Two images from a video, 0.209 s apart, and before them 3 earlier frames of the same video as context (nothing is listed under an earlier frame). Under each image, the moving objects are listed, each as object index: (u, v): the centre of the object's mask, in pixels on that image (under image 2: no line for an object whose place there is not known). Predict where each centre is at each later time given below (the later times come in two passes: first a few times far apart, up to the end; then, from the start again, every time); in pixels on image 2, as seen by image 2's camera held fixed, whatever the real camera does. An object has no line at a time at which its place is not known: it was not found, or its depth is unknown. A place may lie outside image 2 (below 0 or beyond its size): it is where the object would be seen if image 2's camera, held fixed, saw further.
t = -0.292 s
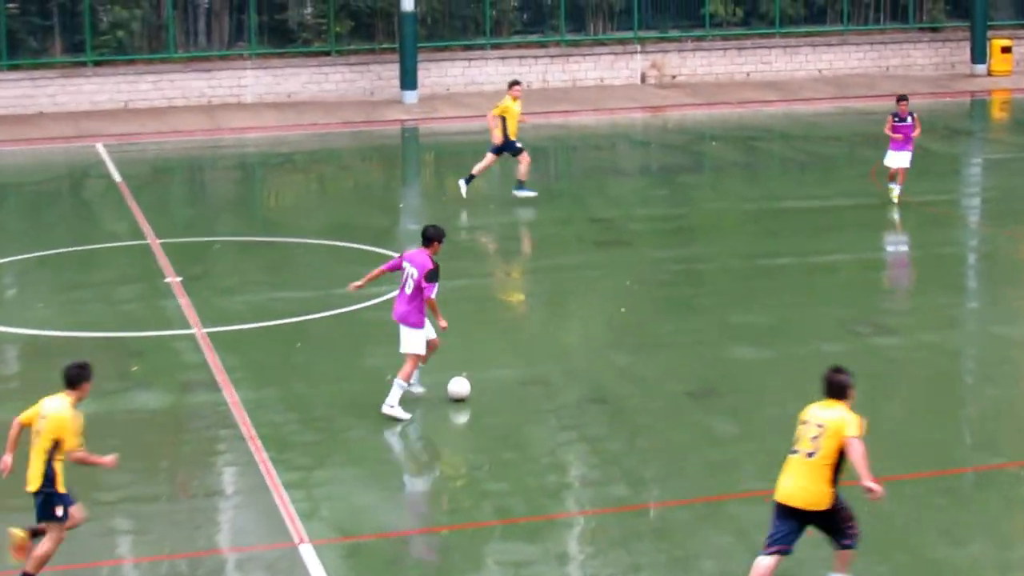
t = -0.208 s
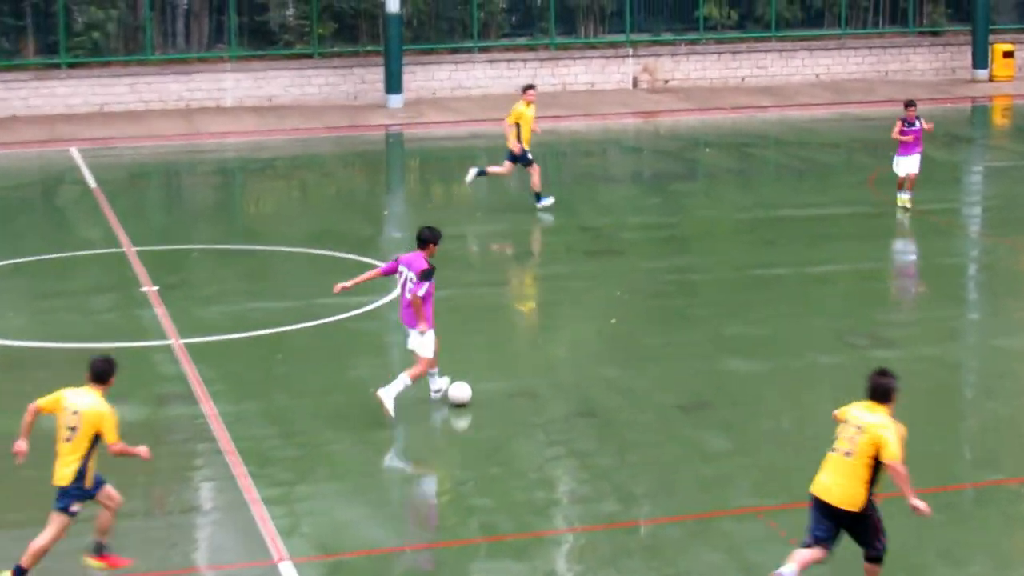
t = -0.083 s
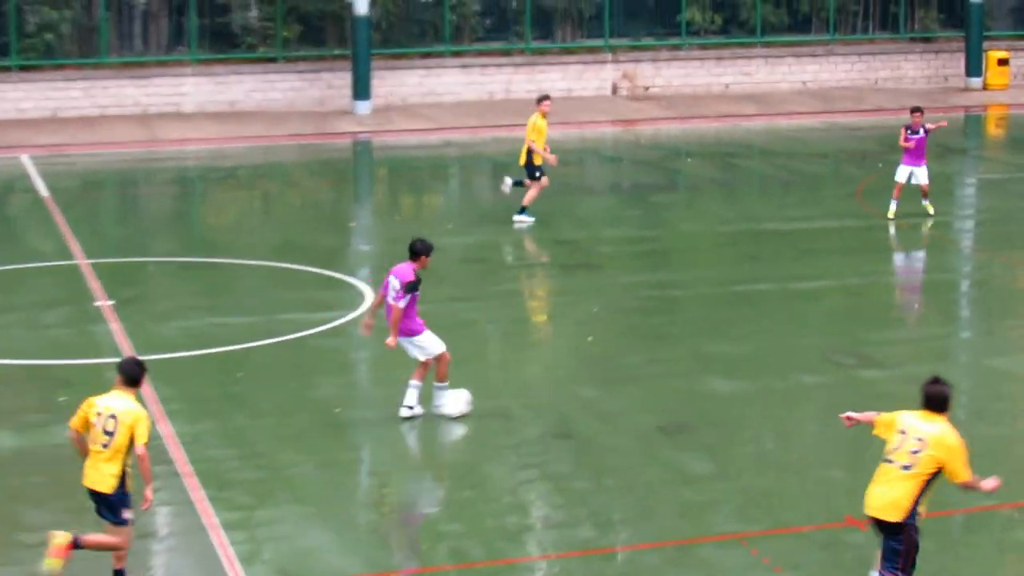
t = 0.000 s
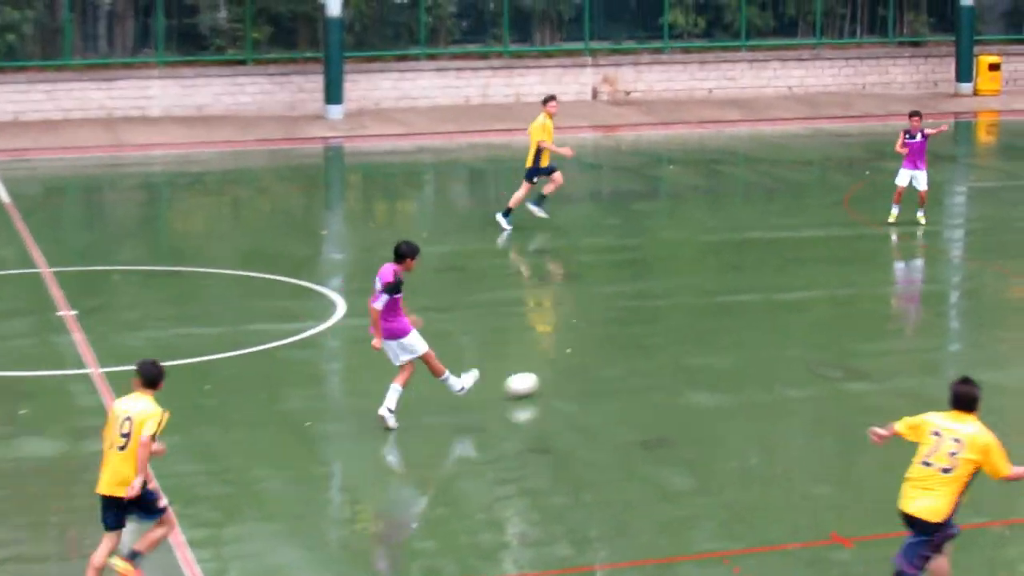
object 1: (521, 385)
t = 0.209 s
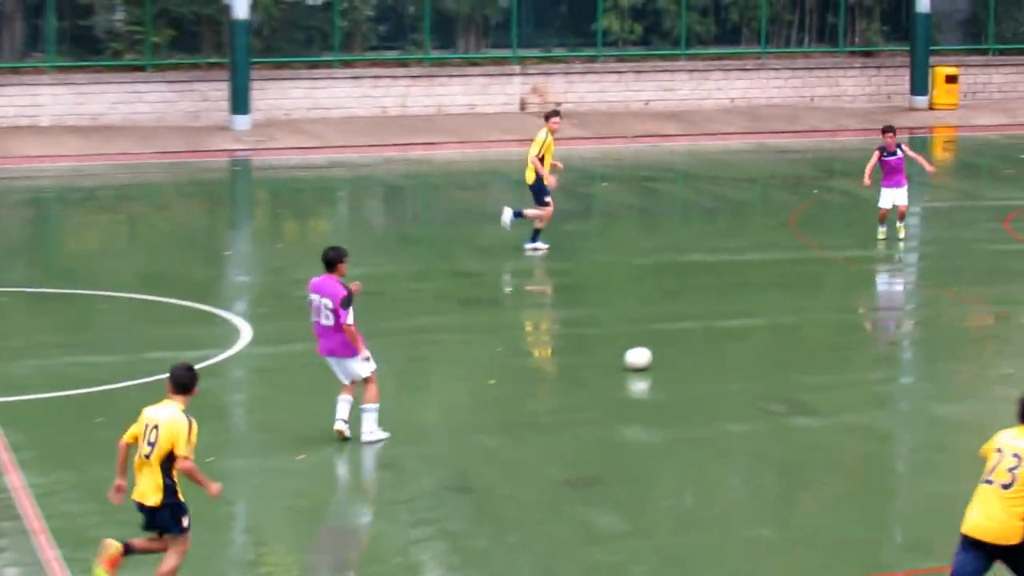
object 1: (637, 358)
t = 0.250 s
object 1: (667, 349)
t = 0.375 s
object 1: (748, 326)
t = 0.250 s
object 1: (667, 349)
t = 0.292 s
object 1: (696, 341)
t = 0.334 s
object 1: (722, 333)
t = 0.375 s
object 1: (748, 326)
